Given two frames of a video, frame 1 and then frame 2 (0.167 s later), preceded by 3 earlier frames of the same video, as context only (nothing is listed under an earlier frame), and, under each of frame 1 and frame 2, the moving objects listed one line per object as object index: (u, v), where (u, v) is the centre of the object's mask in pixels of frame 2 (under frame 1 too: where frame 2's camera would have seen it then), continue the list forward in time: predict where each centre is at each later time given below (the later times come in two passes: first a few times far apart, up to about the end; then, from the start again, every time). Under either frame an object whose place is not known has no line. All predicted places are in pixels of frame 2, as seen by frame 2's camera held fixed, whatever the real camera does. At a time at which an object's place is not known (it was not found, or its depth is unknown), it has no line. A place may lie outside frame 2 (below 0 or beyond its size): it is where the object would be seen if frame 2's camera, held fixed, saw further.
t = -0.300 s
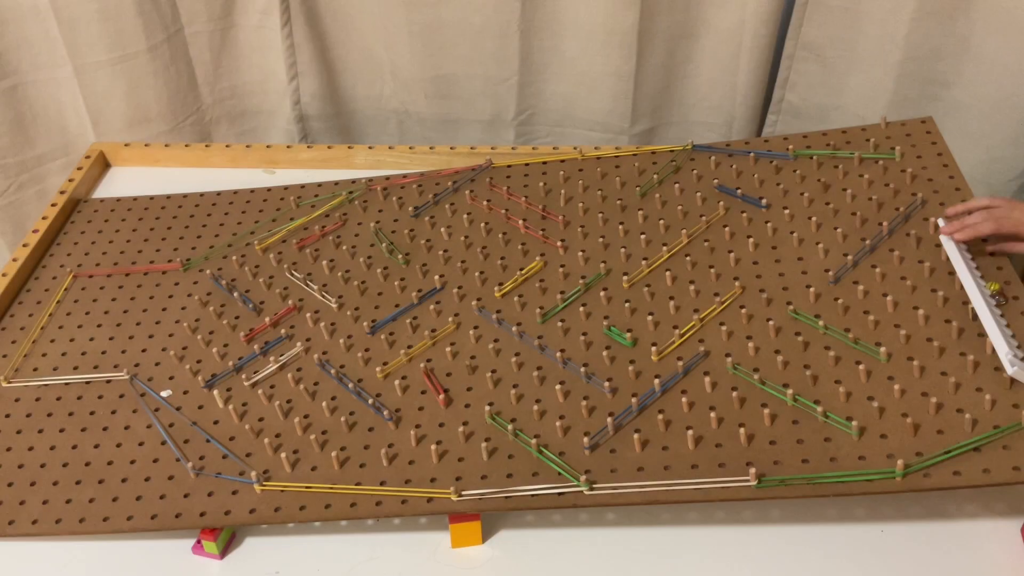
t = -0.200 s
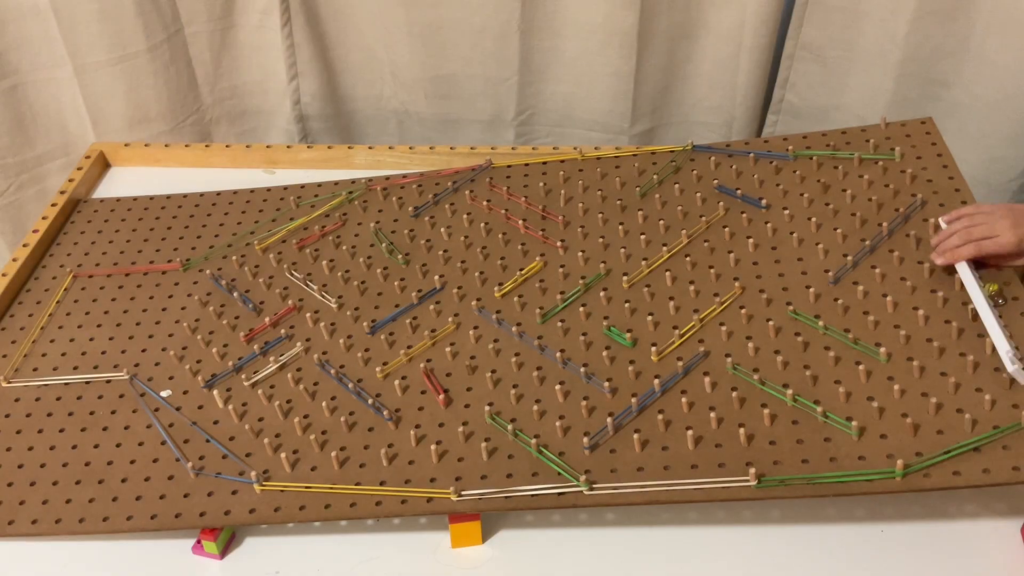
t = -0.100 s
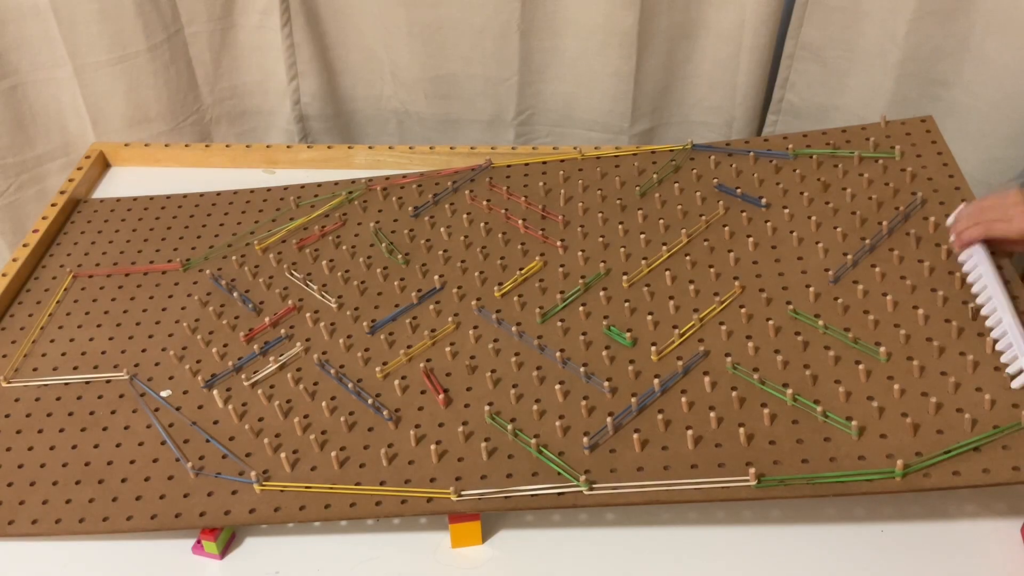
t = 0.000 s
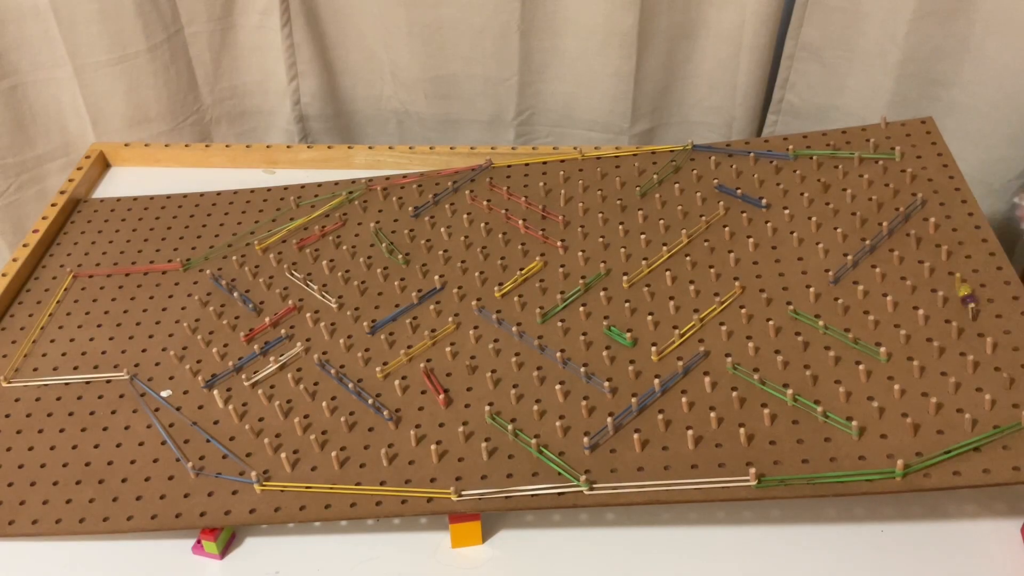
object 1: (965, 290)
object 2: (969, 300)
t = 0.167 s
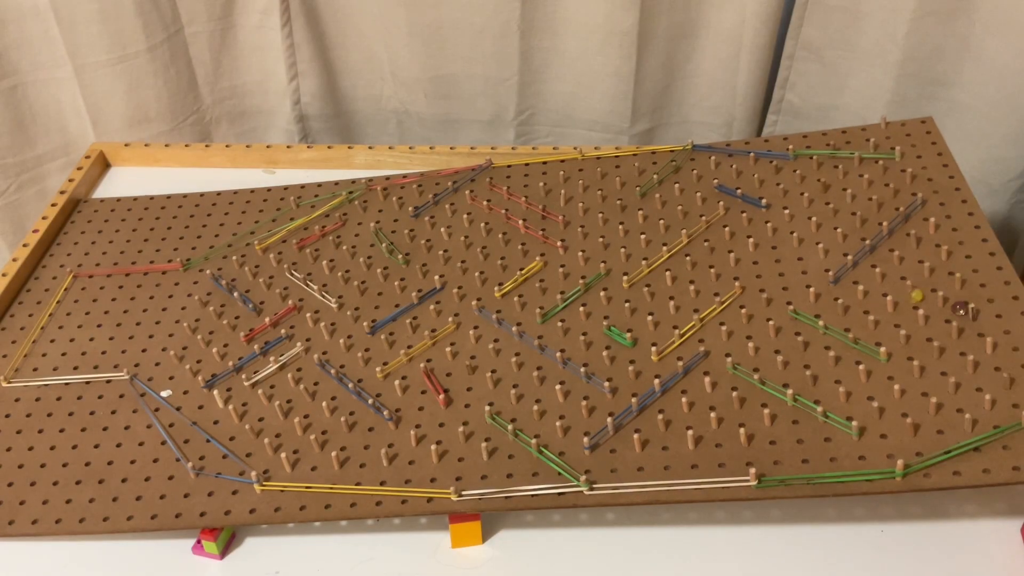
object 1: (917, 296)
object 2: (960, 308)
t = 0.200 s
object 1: (910, 301)
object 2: (959, 309)
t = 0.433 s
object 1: (892, 322)
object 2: (936, 325)
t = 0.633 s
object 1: (887, 332)
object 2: (917, 340)
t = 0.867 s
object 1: (863, 332)
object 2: (897, 365)
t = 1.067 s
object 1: (833, 316)
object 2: (875, 390)
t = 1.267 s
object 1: (791, 300)
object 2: (846, 415)
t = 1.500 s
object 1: (743, 275)
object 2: (854, 401)
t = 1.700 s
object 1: (693, 256)
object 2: (839, 405)
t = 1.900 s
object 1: (685, 249)
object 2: (813, 394)
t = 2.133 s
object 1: (674, 257)
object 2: (762, 371)
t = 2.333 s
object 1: (654, 272)
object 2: (716, 347)
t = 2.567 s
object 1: (615, 300)
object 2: (709, 329)
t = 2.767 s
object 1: (618, 322)
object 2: (698, 334)
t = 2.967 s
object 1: (624, 320)
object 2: (683, 346)
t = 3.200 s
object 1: (595, 321)
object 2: (653, 369)
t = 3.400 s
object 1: (546, 322)
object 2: (643, 386)
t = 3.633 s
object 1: (547, 323)
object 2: (613, 379)
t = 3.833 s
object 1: (553, 318)
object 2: (581, 359)
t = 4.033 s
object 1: (547, 322)
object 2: (538, 335)
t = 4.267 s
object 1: (524, 325)
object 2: (486, 304)
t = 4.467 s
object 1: (510, 309)
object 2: (452, 270)
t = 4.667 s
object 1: (474, 297)
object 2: (417, 258)
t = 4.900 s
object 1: (467, 274)
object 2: (395, 232)
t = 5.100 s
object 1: (464, 281)
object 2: (366, 213)
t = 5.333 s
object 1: (435, 295)
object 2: (339, 224)
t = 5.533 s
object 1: (403, 319)
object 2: (301, 251)
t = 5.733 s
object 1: (360, 346)
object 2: (256, 277)
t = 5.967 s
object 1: (350, 366)
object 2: (261, 271)
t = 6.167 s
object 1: (334, 363)
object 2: (265, 271)
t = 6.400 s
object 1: (321, 347)
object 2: (261, 272)
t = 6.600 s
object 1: (312, 333)
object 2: (259, 271)
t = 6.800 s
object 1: (293, 329)
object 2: (253, 267)
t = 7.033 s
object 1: (296, 324)
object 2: (227, 276)
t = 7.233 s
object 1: (292, 327)
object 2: (231, 269)
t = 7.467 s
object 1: (268, 334)
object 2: (203, 270)
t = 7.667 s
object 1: (253, 347)
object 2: (172, 280)
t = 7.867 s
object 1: (228, 348)
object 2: (132, 300)
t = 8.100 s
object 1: (217, 334)
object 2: (74, 323)
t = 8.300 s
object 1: (178, 337)
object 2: (49, 341)
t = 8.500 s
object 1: (124, 339)
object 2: (51, 356)
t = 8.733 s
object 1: (45, 340)
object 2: (38, 368)
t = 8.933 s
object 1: (51, 336)
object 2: (19, 373)
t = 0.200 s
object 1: (910, 301)
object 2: (959, 309)
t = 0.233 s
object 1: (903, 306)
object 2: (956, 312)
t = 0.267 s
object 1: (908, 310)
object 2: (953, 315)
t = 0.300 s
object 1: (911, 313)
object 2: (948, 315)
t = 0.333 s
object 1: (909, 316)
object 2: (944, 317)
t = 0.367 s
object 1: (905, 318)
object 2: (936, 319)
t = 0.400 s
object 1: (900, 321)
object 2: (934, 322)
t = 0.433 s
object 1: (892, 322)
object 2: (936, 325)
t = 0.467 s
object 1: (885, 324)
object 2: (936, 330)
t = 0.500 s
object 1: (886, 325)
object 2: (935, 332)
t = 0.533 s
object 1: (888, 327)
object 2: (932, 335)
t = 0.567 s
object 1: (888, 328)
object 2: (929, 336)
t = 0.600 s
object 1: (888, 330)
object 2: (924, 339)
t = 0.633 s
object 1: (887, 332)
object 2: (917, 340)
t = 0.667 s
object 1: (886, 333)
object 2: (914, 343)
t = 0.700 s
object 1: (881, 336)
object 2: (913, 349)
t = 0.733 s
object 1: (876, 337)
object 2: (910, 352)
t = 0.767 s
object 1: (870, 339)
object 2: (906, 354)
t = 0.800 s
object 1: (866, 338)
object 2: (899, 357)
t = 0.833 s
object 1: (865, 335)
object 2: (898, 360)
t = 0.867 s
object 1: (863, 332)
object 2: (897, 365)
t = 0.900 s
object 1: (860, 328)
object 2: (894, 370)
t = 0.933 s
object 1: (856, 325)
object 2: (892, 374)
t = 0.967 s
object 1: (852, 322)
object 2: (889, 377)
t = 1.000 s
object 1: (845, 319)
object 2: (886, 382)
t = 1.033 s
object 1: (840, 318)
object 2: (881, 385)
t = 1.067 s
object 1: (833, 316)
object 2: (875, 390)
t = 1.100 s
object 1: (825, 315)
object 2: (869, 393)
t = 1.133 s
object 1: (815, 313)
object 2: (860, 396)
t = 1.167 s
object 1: (804, 310)
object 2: (855, 401)
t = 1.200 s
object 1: (801, 308)
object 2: (852, 407)
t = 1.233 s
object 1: (798, 304)
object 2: (849, 411)
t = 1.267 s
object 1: (791, 300)
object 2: (846, 415)
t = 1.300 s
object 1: (786, 297)
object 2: (849, 415)
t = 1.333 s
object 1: (780, 294)
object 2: (852, 413)
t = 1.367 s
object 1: (776, 289)
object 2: (854, 411)
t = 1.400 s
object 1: (767, 286)
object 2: (856, 409)
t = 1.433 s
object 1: (759, 282)
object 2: (857, 405)
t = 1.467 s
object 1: (750, 280)
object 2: (855, 403)
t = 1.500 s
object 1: (743, 275)
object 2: (854, 401)
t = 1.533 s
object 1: (733, 272)
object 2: (854, 401)
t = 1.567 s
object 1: (725, 269)
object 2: (853, 403)
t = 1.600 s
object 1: (716, 268)
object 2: (852, 403)
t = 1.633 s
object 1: (708, 262)
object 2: (849, 404)
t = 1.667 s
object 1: (697, 260)
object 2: (844, 405)
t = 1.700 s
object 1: (693, 256)
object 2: (839, 405)
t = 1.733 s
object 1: (688, 250)
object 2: (835, 405)
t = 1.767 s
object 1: (684, 247)
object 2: (826, 404)
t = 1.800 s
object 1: (685, 244)
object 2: (824, 402)
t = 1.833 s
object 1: (686, 247)
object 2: (821, 399)
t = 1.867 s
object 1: (686, 248)
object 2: (818, 396)
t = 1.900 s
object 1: (685, 249)
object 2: (813, 394)
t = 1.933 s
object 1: (684, 250)
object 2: (807, 390)
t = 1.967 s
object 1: (682, 251)
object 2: (800, 387)
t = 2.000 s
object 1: (681, 252)
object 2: (792, 385)
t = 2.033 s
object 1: (680, 252)
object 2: (784, 382)
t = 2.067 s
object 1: (679, 253)
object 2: (776, 378)
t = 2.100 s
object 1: (677, 255)
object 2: (769, 375)
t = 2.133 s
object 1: (674, 257)
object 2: (762, 371)
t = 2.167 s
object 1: (672, 259)
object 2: (755, 367)
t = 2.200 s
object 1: (670, 261)
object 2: (748, 364)
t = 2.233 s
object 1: (665, 264)
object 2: (741, 359)
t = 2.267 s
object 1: (661, 267)
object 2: (729, 354)
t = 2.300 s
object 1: (657, 270)
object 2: (719, 352)
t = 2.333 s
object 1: (654, 272)
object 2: (716, 347)
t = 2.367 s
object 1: (650, 276)
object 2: (717, 342)
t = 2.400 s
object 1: (645, 280)
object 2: (715, 336)
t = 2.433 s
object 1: (639, 284)
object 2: (711, 333)
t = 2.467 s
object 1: (634, 287)
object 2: (707, 329)
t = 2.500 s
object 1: (629, 291)
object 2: (707, 328)
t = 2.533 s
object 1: (623, 295)
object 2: (708, 329)
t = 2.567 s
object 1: (615, 300)
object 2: (709, 329)
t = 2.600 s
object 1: (616, 303)
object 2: (709, 330)
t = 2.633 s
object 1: (618, 307)
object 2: (706, 331)
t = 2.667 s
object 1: (618, 312)
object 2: (705, 331)
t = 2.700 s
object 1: (617, 317)
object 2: (703, 333)
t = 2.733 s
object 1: (615, 322)
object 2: (701, 333)
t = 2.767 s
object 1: (618, 322)
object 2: (698, 334)
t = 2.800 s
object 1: (620, 322)
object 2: (696, 335)
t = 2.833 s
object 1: (623, 321)
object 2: (694, 337)
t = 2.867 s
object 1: (624, 320)
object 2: (692, 339)
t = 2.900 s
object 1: (625, 320)
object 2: (690, 342)
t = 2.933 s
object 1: (625, 320)
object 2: (687, 343)
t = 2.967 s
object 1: (624, 320)
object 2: (683, 346)
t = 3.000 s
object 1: (622, 319)
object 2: (679, 350)
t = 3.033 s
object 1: (618, 319)
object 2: (676, 352)
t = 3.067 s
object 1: (615, 320)
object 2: (669, 355)
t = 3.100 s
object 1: (610, 320)
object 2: (666, 358)
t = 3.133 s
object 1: (605, 320)
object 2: (663, 362)
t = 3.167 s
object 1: (601, 320)
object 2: (659, 367)
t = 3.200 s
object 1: (595, 321)
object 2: (653, 369)
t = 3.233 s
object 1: (588, 321)
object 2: (649, 372)
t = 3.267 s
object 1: (581, 320)
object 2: (645, 376)
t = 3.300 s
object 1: (571, 321)
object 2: (645, 379)
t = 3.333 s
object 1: (563, 321)
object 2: (646, 383)
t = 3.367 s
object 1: (552, 322)
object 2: (645, 385)
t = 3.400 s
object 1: (546, 322)
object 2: (643, 386)
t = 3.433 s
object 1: (541, 327)
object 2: (639, 387)
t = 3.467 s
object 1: (534, 333)
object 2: (634, 387)
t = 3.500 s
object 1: (534, 333)
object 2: (629, 386)
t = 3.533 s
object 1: (540, 330)
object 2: (623, 386)
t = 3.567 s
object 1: (543, 328)
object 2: (617, 385)
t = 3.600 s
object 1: (546, 325)
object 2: (615, 382)
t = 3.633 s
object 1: (547, 323)
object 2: (613, 379)
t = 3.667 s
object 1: (550, 321)
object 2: (608, 375)
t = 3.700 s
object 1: (550, 319)
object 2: (605, 373)
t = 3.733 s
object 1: (550, 318)
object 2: (599, 369)
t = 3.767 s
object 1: (552, 318)
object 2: (593, 366)
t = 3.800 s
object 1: (553, 318)
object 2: (588, 362)
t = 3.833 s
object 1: (553, 318)
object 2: (581, 359)
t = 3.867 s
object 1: (553, 318)
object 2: (574, 355)
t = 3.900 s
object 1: (552, 319)
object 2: (567, 351)
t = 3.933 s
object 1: (550, 318)
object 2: (559, 347)
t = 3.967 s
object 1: (550, 319)
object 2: (551, 344)
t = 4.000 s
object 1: (548, 320)
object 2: (544, 341)
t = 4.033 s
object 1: (547, 322)
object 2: (538, 335)
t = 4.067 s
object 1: (544, 322)
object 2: (530, 331)
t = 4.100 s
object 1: (542, 323)
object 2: (523, 327)
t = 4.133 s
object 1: (537, 325)
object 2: (517, 322)
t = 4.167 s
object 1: (532, 327)
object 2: (511, 318)
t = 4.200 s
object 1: (527, 328)
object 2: (502, 313)
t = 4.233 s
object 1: (525, 327)
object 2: (493, 308)
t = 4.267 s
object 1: (524, 325)
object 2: (486, 304)
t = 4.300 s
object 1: (523, 322)
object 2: (479, 299)
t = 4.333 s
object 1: (522, 320)
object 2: (470, 295)
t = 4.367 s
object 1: (520, 317)
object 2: (462, 290)
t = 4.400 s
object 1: (517, 314)
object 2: (451, 284)
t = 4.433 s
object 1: (514, 311)
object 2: (447, 276)
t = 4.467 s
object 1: (510, 309)
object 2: (452, 270)
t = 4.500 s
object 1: (506, 308)
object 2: (450, 269)
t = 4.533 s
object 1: (500, 306)
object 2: (445, 266)
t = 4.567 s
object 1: (494, 302)
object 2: (439, 264)
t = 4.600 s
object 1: (487, 300)
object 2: (428, 264)
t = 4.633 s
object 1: (480, 298)
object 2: (423, 260)
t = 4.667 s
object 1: (474, 297)
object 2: (417, 258)
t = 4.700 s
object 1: (467, 294)
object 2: (411, 255)
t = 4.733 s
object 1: (471, 290)
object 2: (406, 254)
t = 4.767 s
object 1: (470, 286)
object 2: (405, 249)
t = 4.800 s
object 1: (469, 283)
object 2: (403, 244)
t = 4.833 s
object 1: (468, 280)
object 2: (401, 240)
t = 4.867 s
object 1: (467, 277)
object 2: (397, 235)
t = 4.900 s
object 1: (467, 274)
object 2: (395, 232)
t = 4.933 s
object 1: (468, 275)
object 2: (391, 229)
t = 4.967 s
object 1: (469, 276)
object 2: (388, 227)
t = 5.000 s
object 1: (469, 277)
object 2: (382, 223)
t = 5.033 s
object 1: (468, 279)
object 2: (376, 219)
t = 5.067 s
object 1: (466, 280)
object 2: (372, 217)
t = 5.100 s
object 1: (464, 281)
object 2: (366, 213)
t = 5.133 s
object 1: (460, 284)
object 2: (363, 213)
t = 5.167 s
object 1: (457, 285)
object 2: (360, 217)
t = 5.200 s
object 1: (453, 288)
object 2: (356, 220)
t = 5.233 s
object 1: (448, 290)
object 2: (352, 222)
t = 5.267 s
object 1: (445, 291)
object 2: (347, 225)
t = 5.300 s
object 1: (439, 293)
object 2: (344, 226)
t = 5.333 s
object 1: (435, 295)
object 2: (339, 224)
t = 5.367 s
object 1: (431, 300)
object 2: (330, 234)
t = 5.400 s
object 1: (427, 303)
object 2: (323, 236)
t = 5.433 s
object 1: (422, 307)
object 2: (319, 240)
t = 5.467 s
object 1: (416, 310)
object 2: (315, 242)
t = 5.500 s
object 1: (410, 314)
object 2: (308, 249)
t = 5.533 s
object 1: (403, 319)
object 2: (301, 251)
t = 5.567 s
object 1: (396, 322)
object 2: (296, 256)
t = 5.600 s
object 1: (389, 327)
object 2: (288, 260)
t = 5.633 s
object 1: (383, 331)
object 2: (280, 264)
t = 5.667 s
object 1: (375, 336)
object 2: (273, 270)
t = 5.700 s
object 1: (368, 340)
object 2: (262, 273)
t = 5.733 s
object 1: (360, 346)
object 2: (256, 277)
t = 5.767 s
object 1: (352, 350)
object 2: (248, 283)
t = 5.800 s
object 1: (351, 355)
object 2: (237, 286)
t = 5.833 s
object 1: (348, 360)
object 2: (245, 285)
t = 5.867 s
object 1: (344, 365)
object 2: (251, 280)
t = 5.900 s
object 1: (342, 369)
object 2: (257, 276)
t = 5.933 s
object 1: (346, 368)
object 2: (259, 273)
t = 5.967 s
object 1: (350, 366)
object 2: (261, 271)
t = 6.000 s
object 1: (351, 365)
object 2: (268, 268)
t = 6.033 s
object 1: (349, 364)
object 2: (271, 266)
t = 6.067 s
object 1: (346, 364)
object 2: (270, 268)
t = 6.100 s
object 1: (342, 364)
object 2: (269, 269)
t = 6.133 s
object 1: (337, 364)
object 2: (267, 270)
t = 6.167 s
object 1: (334, 363)
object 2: (265, 271)
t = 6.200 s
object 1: (335, 362)
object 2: (260, 272)
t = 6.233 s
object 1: (334, 360)
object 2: (261, 272)
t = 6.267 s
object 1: (333, 356)
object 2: (262, 272)
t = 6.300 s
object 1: (331, 354)
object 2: (262, 272)
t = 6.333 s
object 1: (329, 351)
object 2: (262, 271)
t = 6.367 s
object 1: (325, 349)
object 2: (263, 272)
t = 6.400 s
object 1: (321, 347)
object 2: (261, 272)
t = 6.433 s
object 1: (317, 347)
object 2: (261, 272)
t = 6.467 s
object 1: (312, 345)
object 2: (260, 272)
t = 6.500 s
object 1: (312, 342)
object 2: (260, 272)
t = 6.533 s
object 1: (313, 340)
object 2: (260, 272)
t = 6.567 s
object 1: (313, 336)
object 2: (259, 272)
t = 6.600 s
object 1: (312, 333)
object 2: (259, 271)
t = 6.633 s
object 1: (310, 330)
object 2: (258, 271)
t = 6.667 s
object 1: (308, 327)
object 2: (258, 270)
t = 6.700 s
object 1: (305, 328)
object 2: (257, 269)
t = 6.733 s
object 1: (300, 329)
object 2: (256, 268)
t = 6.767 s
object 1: (295, 330)
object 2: (255, 268)
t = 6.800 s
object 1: (293, 329)
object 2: (253, 267)
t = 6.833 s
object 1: (291, 326)
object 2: (250, 265)
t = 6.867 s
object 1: (290, 324)
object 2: (246, 264)
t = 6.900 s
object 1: (288, 322)
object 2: (240, 267)
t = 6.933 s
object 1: (290, 322)
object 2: (237, 269)
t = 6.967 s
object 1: (292, 322)
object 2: (235, 271)
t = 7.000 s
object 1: (294, 323)
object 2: (231, 274)
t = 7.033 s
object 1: (296, 324)
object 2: (227, 276)
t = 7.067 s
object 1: (296, 325)
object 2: (226, 275)
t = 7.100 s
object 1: (297, 326)
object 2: (227, 275)
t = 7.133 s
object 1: (297, 326)
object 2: (230, 274)
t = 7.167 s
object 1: (296, 326)
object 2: (231, 272)
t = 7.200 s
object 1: (294, 327)
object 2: (231, 269)
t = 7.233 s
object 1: (292, 327)
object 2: (231, 269)
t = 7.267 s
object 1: (291, 328)
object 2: (228, 269)
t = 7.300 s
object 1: (287, 329)
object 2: (226, 269)
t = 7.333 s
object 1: (283, 329)
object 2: (223, 269)
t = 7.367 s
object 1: (278, 329)
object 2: (217, 269)
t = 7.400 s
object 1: (274, 329)
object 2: (217, 269)
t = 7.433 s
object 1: (269, 331)
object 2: (208, 268)
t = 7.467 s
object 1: (268, 334)
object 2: (203, 270)
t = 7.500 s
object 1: (264, 339)
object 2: (198, 271)
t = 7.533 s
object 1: (262, 341)
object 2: (191, 270)
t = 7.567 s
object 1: (259, 344)
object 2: (185, 270)
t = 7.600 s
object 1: (258, 346)
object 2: (182, 274)
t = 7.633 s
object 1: (255, 347)
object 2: (176, 277)
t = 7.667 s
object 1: (253, 347)
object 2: (172, 280)
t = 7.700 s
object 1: (248, 348)
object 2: (166, 283)
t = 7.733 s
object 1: (243, 348)
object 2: (160, 287)
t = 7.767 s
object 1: (237, 349)
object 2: (155, 289)
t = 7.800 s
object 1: (231, 351)
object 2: (147, 292)
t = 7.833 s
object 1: (227, 351)
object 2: (139, 296)
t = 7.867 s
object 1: (228, 348)
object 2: (132, 300)
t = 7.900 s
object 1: (228, 346)
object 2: (125, 303)
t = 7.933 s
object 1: (228, 342)
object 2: (117, 306)
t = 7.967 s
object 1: (227, 339)
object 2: (108, 309)
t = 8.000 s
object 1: (226, 336)
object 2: (100, 313)
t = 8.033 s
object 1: (224, 333)
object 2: (90, 317)
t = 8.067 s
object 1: (221, 333)
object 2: (81, 320)
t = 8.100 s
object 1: (217, 334)
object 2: (74, 323)
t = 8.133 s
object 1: (212, 335)
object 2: (63, 326)
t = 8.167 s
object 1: (206, 335)
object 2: (52, 330)
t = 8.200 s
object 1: (199, 334)
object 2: (43, 333)
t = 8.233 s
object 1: (194, 335)
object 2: (43, 335)
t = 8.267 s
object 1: (186, 336)
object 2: (47, 338)
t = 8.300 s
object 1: (178, 337)
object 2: (49, 341)
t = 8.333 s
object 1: (171, 338)
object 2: (51, 344)
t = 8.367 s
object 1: (162, 337)
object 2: (52, 346)
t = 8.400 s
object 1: (153, 338)
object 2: (52, 349)
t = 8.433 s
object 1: (143, 338)
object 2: (51, 352)
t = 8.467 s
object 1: (134, 339)
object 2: (51, 354)
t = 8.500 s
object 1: (124, 339)
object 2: (51, 356)
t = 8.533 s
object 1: (113, 340)
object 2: (50, 358)
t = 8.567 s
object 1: (102, 340)
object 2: (49, 360)
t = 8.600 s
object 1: (91, 339)
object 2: (49, 362)
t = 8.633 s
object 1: (80, 340)
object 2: (46, 364)
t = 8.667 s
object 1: (68, 339)
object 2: (43, 365)
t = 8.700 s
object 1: (57, 339)
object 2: (40, 367)
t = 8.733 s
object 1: (45, 340)
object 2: (38, 368)
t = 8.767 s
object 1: (35, 338)
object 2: (35, 369)
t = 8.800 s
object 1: (36, 333)
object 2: (31, 370)
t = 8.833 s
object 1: (41, 332)
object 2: (28, 371)
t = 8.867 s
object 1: (50, 336)
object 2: (23, 372)
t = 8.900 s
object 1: (51, 335)
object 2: (20, 373)
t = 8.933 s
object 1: (51, 336)
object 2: (19, 373)
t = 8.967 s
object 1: (50, 336)
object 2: (20, 373)
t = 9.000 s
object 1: (51, 336)
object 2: (21, 373)
